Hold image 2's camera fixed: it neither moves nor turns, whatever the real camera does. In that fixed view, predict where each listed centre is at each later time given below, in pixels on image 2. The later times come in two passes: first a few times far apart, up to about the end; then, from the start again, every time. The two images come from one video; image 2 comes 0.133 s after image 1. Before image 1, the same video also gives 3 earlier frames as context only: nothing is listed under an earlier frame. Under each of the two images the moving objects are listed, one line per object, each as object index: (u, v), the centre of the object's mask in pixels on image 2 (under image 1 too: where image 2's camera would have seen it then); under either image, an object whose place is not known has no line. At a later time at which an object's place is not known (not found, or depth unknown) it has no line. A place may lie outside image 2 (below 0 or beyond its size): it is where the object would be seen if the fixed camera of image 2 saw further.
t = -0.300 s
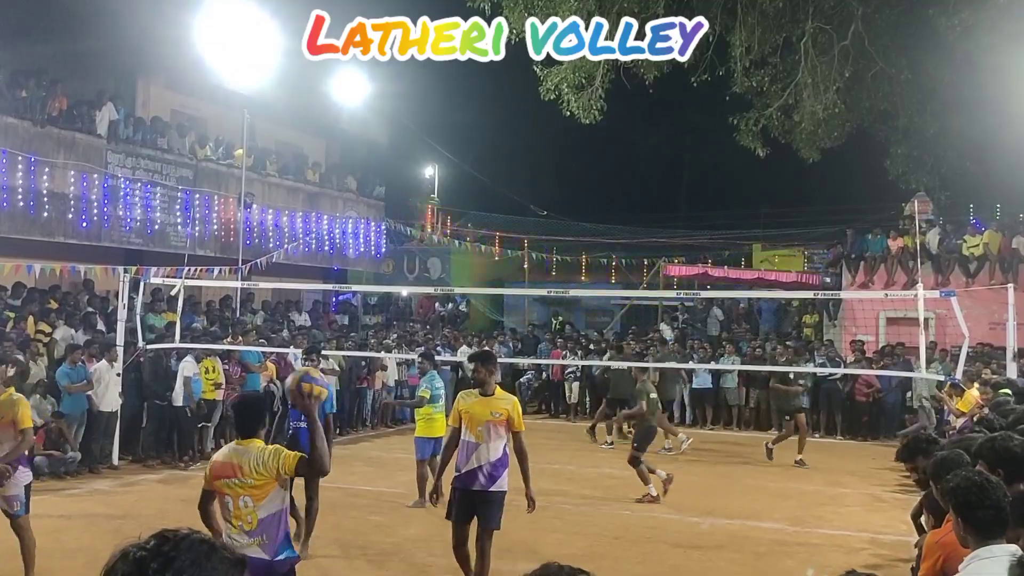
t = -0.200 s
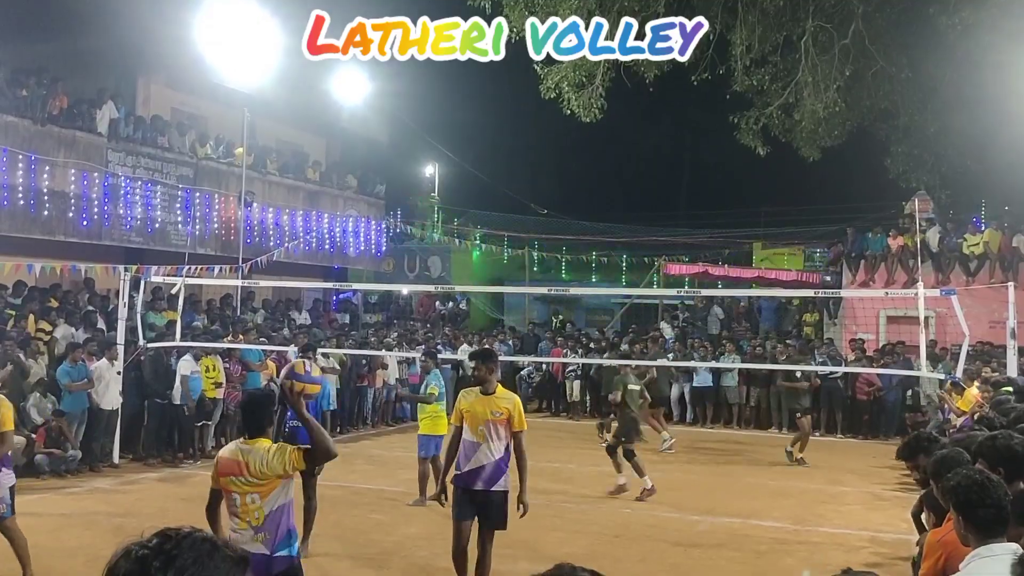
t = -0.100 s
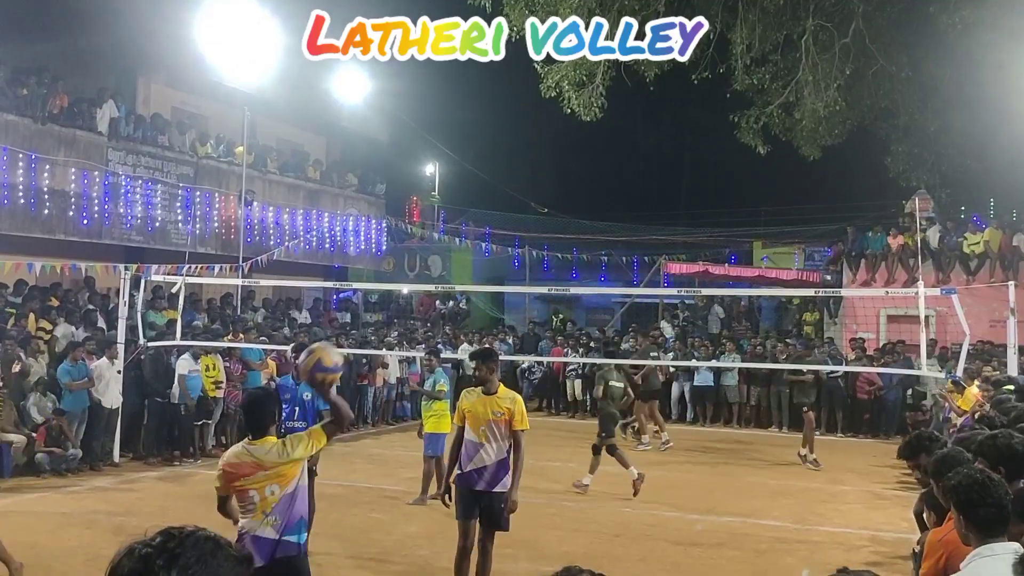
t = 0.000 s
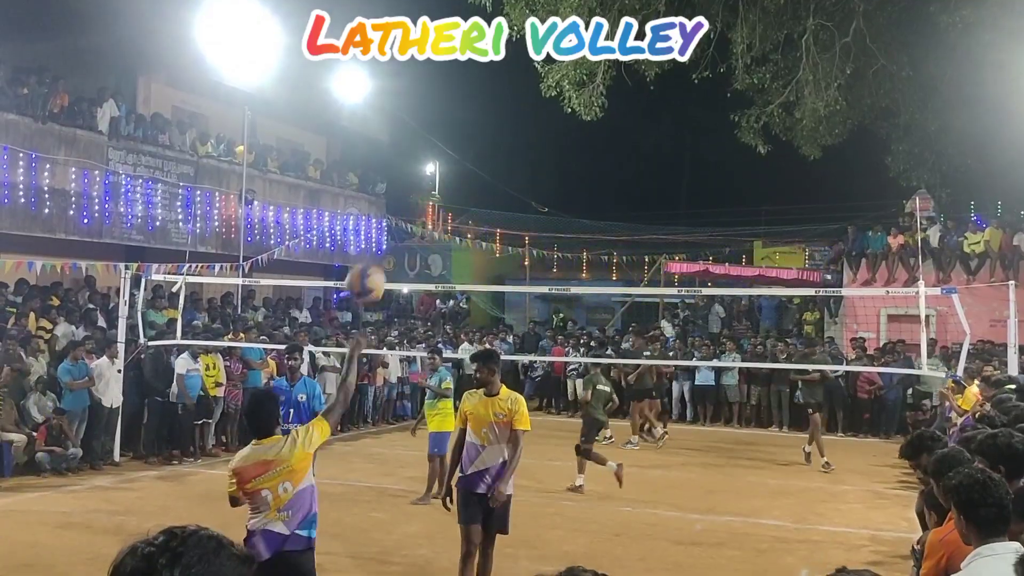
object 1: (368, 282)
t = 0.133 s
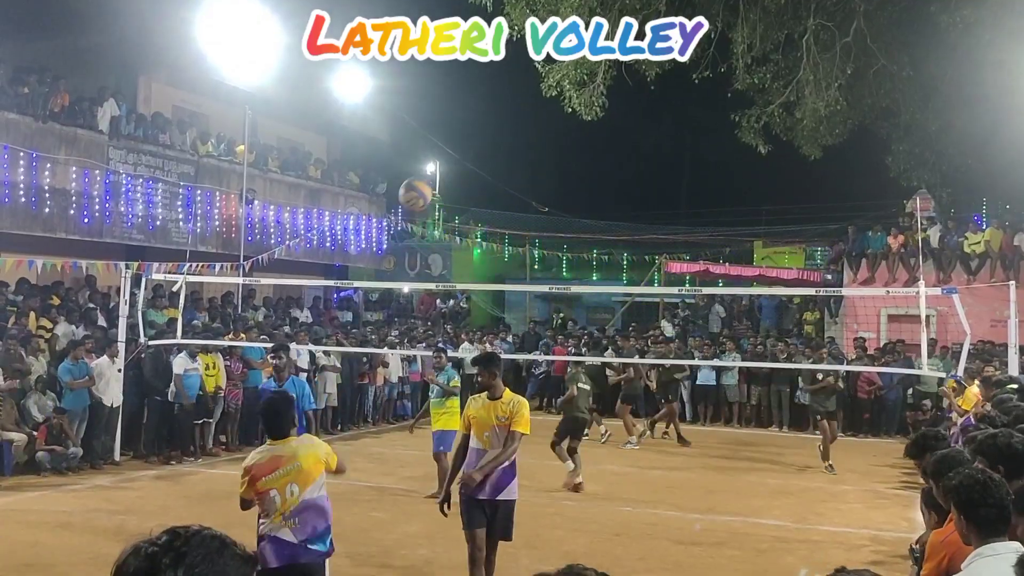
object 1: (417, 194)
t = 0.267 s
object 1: (451, 157)
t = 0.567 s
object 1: (493, 158)
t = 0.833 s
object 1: (516, 212)
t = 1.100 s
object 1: (527, 294)
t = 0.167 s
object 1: (424, 187)
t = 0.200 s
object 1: (434, 173)
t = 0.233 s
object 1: (445, 165)
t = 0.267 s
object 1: (451, 157)
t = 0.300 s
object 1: (453, 153)
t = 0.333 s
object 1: (460, 151)
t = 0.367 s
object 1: (466, 148)
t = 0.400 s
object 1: (472, 147)
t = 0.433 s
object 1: (477, 148)
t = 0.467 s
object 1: (479, 149)
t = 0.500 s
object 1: (484, 152)
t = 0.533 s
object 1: (491, 156)
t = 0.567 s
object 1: (493, 158)
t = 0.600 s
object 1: (497, 162)
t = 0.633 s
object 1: (499, 165)
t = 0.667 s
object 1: (502, 172)
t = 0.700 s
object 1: (505, 179)
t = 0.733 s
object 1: (508, 187)
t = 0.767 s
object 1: (510, 195)
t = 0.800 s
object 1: (514, 204)
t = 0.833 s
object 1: (516, 212)
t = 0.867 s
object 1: (518, 222)
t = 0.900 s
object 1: (520, 233)
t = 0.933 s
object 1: (523, 244)
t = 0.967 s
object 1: (524, 250)
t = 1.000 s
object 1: (525, 261)
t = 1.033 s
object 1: (526, 273)
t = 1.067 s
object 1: (527, 281)
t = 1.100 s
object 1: (527, 294)
